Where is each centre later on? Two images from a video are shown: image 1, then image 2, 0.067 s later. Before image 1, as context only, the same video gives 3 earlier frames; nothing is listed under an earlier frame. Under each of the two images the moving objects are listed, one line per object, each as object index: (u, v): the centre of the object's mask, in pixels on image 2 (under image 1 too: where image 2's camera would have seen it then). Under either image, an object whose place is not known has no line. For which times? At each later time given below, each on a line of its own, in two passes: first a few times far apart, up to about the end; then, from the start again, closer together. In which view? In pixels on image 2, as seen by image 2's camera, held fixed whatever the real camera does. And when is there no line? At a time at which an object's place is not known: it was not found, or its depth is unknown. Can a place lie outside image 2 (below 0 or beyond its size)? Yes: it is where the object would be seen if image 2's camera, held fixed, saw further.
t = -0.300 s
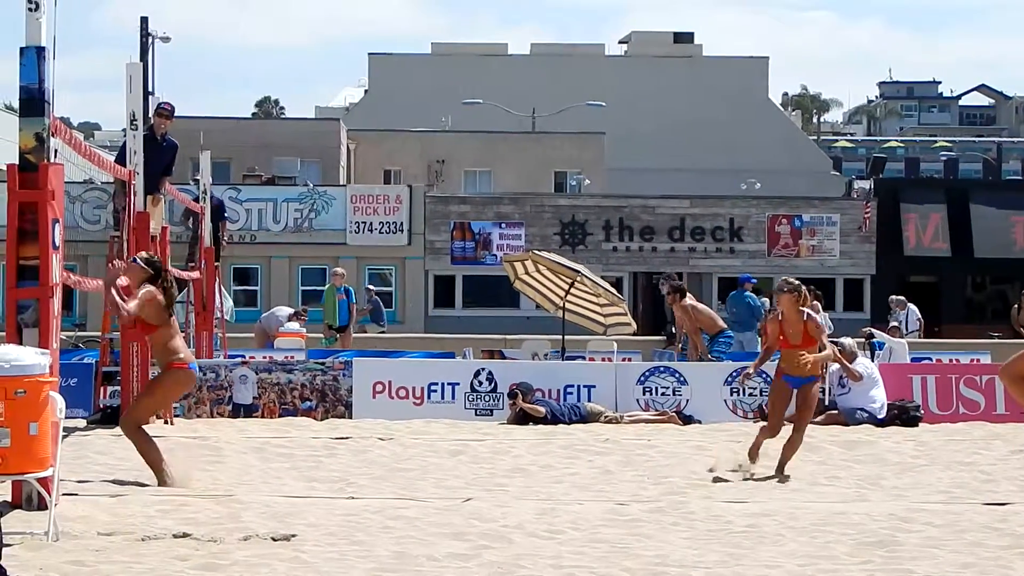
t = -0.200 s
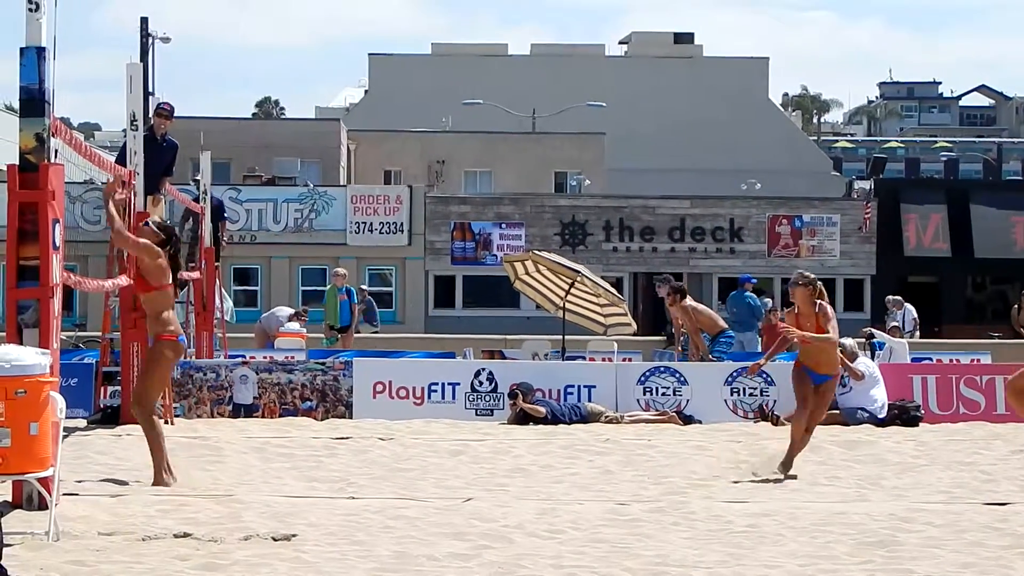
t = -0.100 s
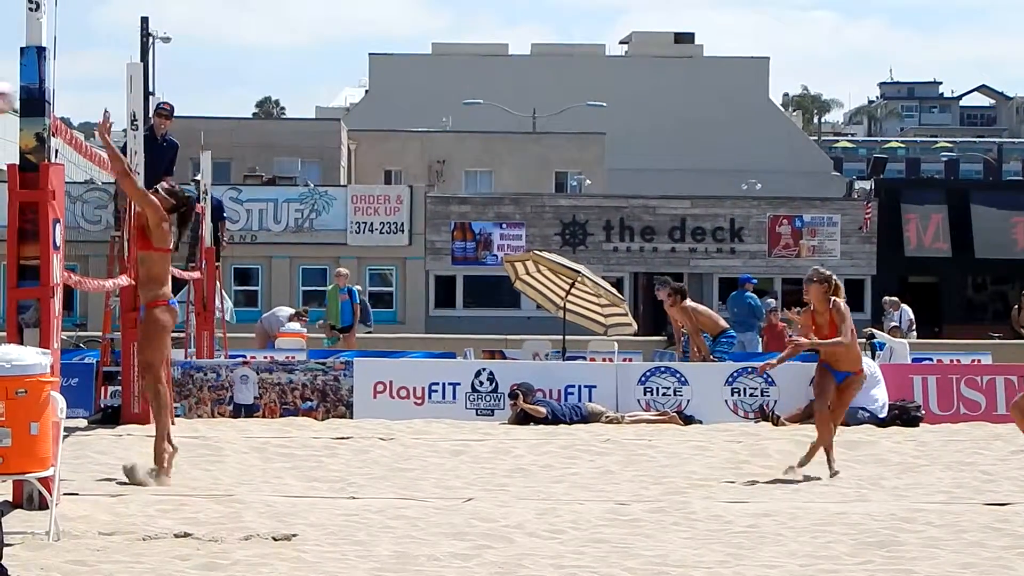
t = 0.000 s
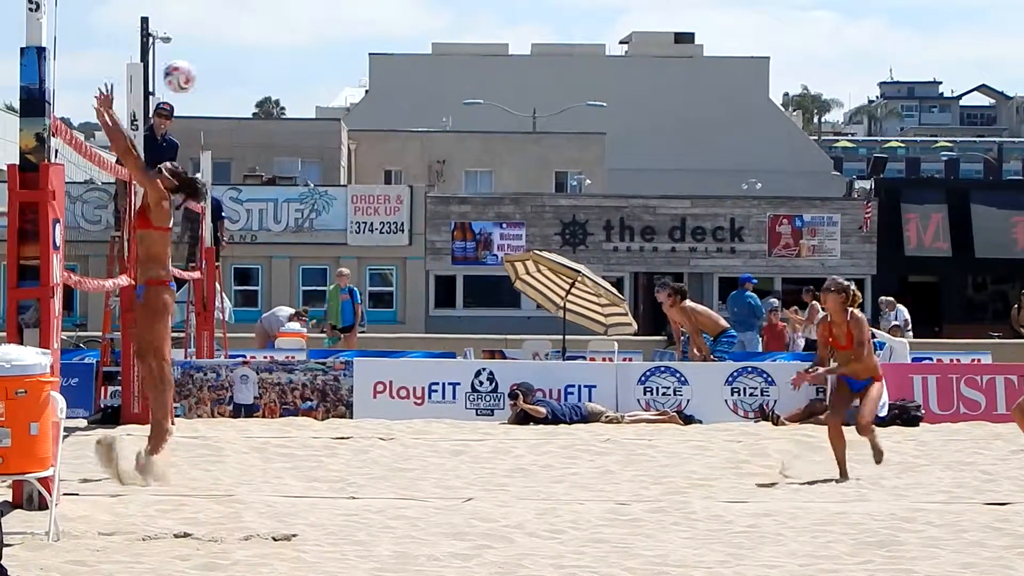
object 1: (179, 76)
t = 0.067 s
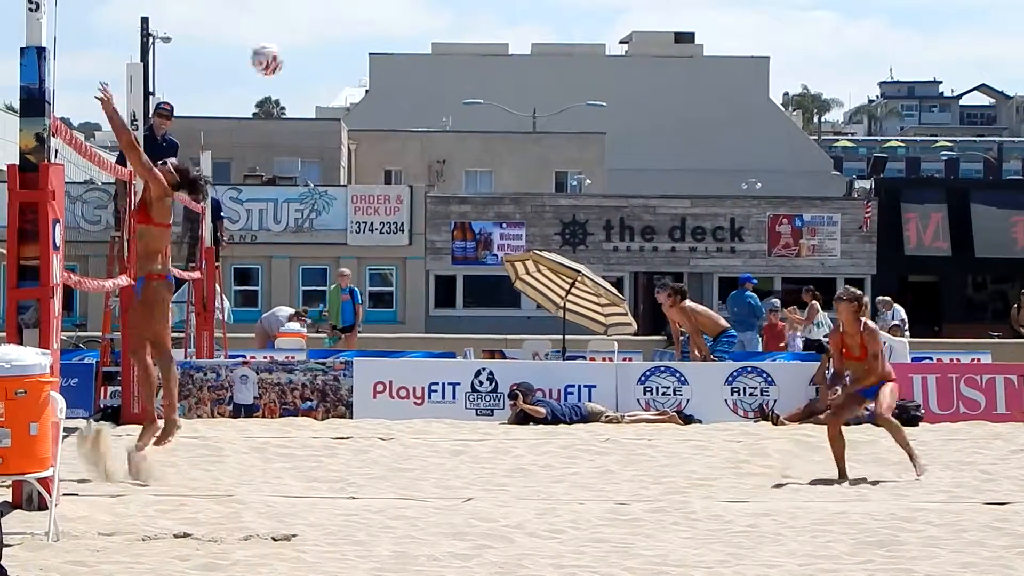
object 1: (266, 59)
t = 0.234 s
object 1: (473, 52)
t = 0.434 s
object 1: (690, 100)
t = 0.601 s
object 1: (852, 184)
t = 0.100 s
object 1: (309, 54)
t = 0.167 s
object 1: (392, 50)
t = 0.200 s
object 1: (432, 50)
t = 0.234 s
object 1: (473, 52)
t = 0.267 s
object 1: (509, 56)
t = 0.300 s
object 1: (548, 61)
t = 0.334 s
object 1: (584, 68)
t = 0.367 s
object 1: (620, 78)
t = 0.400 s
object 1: (656, 87)
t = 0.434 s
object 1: (690, 100)
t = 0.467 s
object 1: (724, 114)
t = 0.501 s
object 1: (757, 129)
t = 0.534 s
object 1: (790, 146)
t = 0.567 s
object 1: (822, 164)
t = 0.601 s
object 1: (852, 184)
